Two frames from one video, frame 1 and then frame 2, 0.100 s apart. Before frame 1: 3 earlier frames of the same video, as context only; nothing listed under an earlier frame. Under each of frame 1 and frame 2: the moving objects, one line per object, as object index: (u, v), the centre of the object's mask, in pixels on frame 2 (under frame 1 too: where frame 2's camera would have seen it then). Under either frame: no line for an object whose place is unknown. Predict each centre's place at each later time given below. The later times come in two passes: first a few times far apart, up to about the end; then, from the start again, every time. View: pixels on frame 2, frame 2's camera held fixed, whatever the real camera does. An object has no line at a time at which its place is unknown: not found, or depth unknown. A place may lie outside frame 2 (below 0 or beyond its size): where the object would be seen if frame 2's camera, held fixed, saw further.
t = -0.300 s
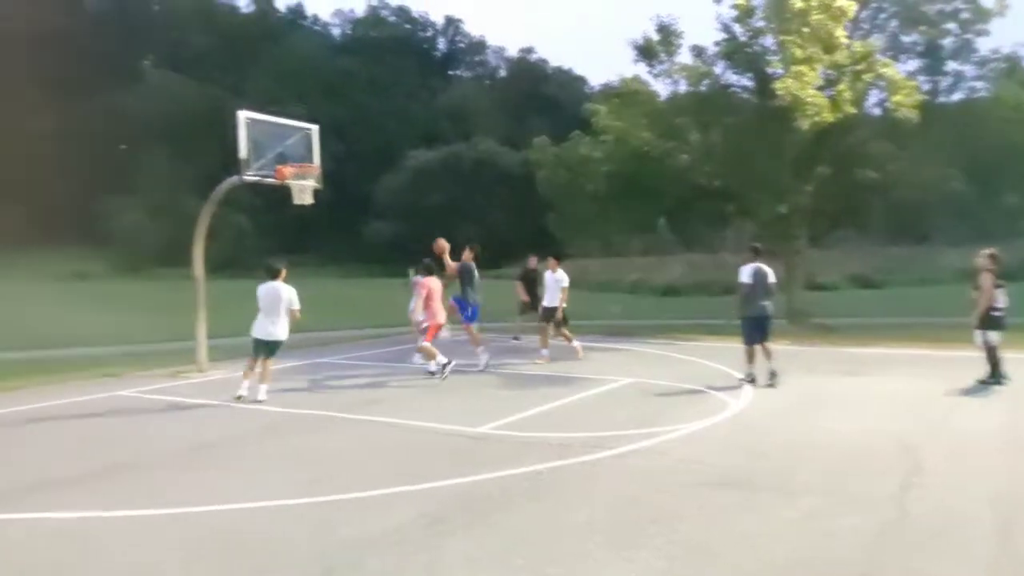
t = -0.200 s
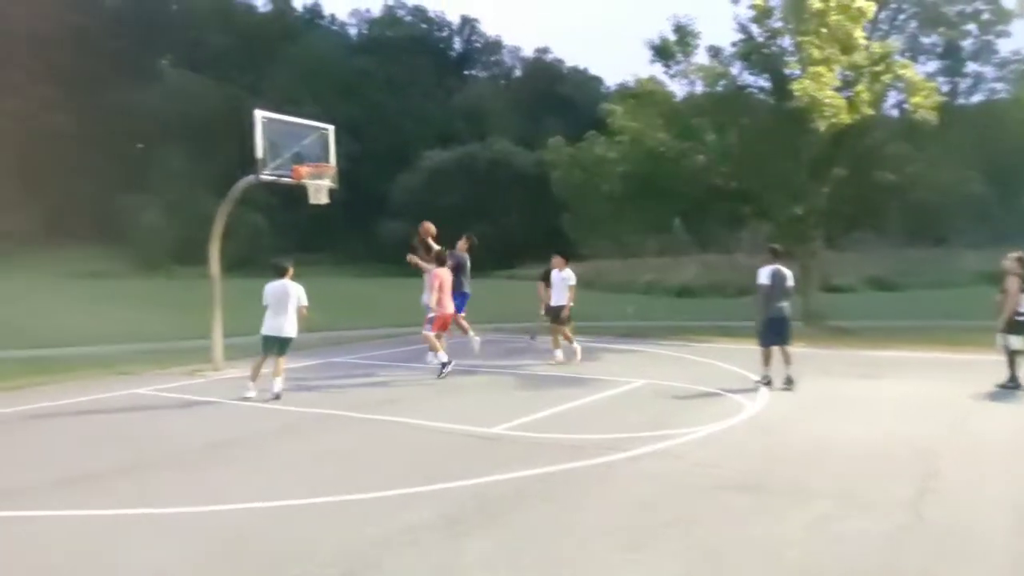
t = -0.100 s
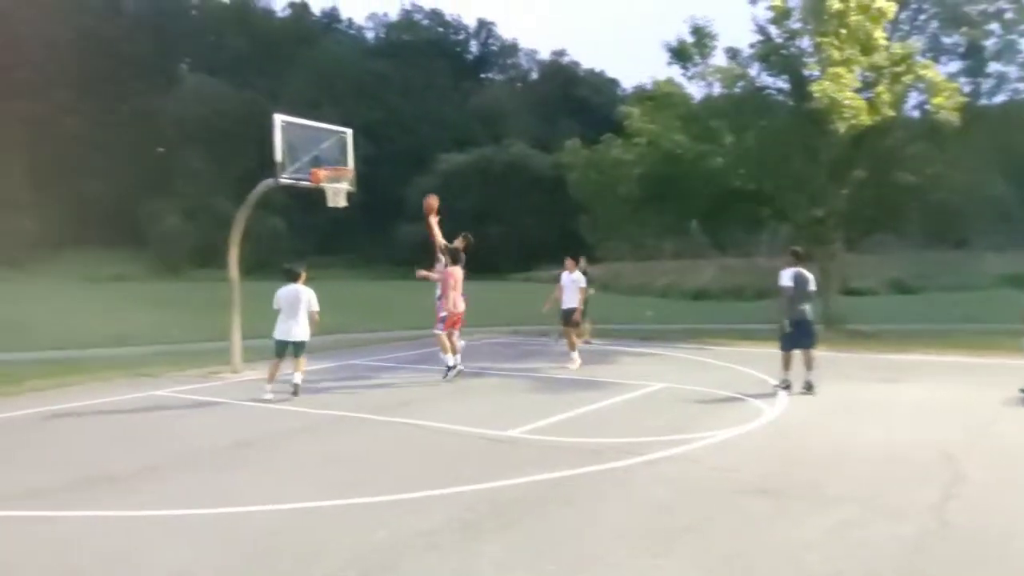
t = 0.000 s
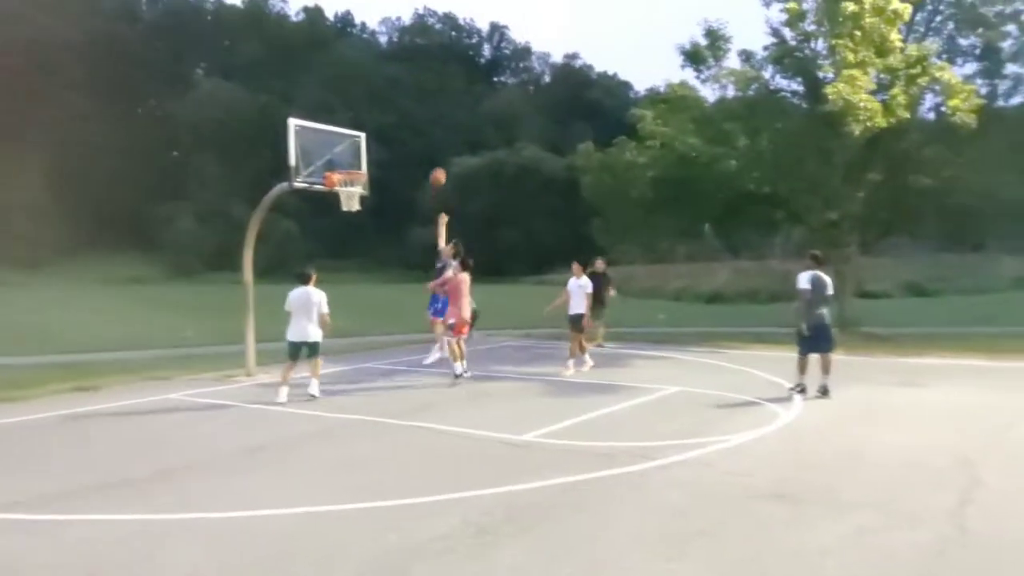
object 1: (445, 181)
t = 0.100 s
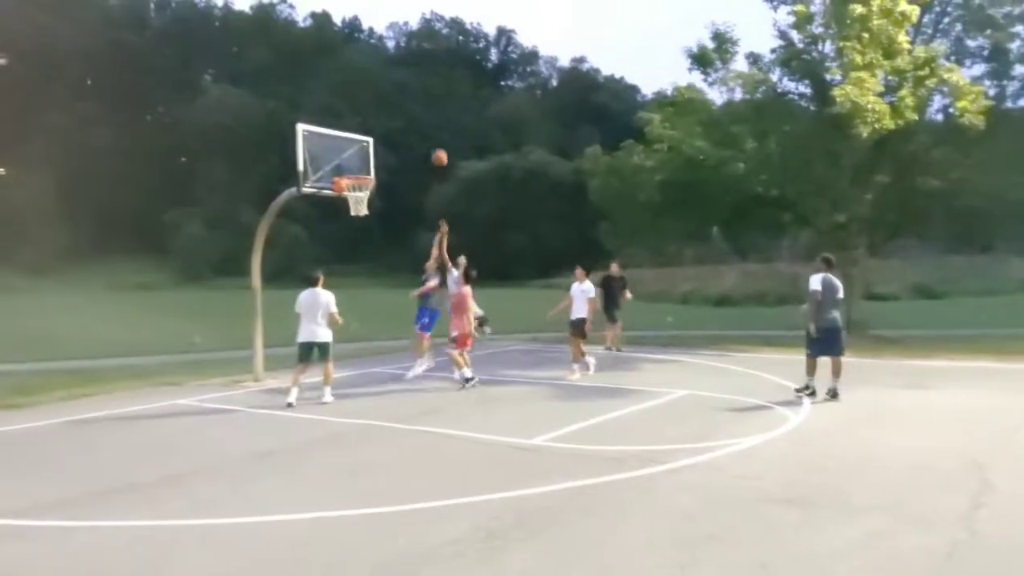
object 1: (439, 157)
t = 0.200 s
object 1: (434, 140)
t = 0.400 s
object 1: (423, 125)
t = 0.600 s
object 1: (414, 135)
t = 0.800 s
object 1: (406, 170)
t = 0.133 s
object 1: (438, 152)
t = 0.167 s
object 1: (436, 146)
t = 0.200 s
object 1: (434, 140)
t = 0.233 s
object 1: (432, 136)
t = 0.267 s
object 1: (430, 133)
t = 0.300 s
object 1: (428, 130)
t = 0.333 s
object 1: (427, 128)
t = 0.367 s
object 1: (425, 126)
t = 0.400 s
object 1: (423, 125)
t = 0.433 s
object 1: (422, 125)
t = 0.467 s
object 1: (420, 126)
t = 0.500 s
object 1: (419, 127)
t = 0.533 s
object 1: (417, 129)
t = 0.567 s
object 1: (416, 132)
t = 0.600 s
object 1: (414, 135)
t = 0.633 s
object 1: (412, 139)
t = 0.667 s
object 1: (411, 144)
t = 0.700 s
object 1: (410, 150)
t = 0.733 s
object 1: (409, 156)
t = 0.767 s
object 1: (408, 163)
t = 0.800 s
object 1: (406, 170)
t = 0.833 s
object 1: (405, 179)
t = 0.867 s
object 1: (404, 187)
